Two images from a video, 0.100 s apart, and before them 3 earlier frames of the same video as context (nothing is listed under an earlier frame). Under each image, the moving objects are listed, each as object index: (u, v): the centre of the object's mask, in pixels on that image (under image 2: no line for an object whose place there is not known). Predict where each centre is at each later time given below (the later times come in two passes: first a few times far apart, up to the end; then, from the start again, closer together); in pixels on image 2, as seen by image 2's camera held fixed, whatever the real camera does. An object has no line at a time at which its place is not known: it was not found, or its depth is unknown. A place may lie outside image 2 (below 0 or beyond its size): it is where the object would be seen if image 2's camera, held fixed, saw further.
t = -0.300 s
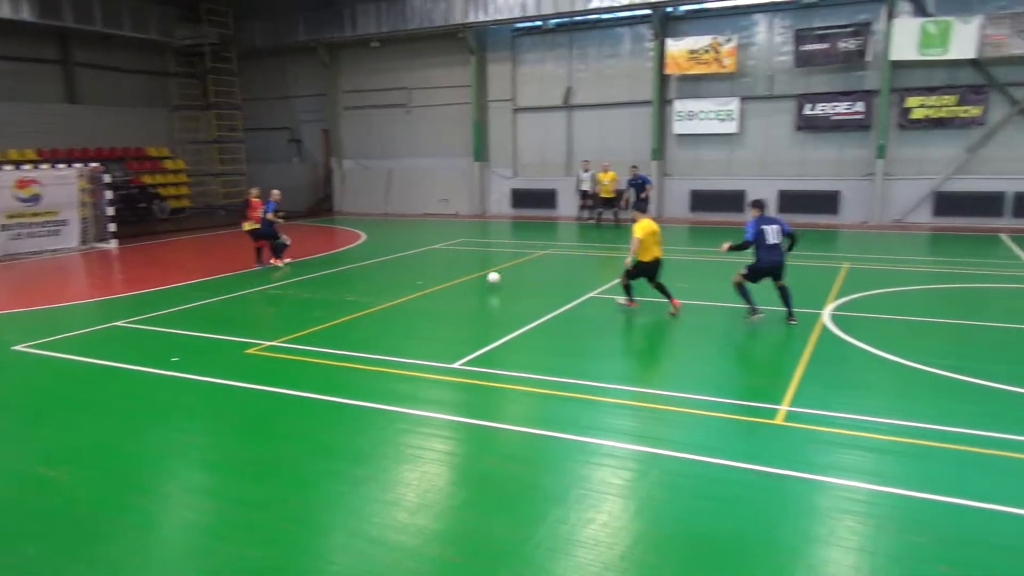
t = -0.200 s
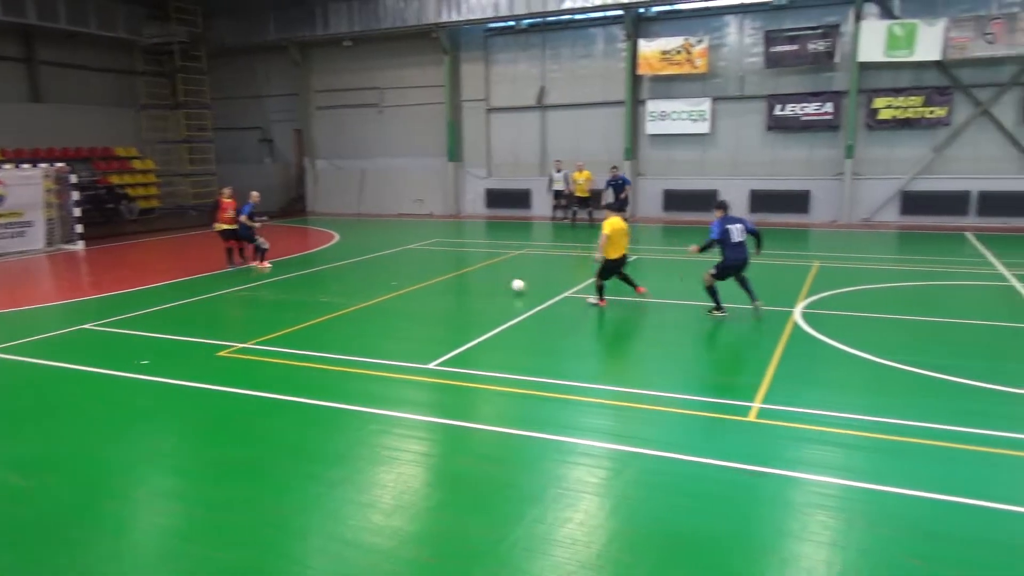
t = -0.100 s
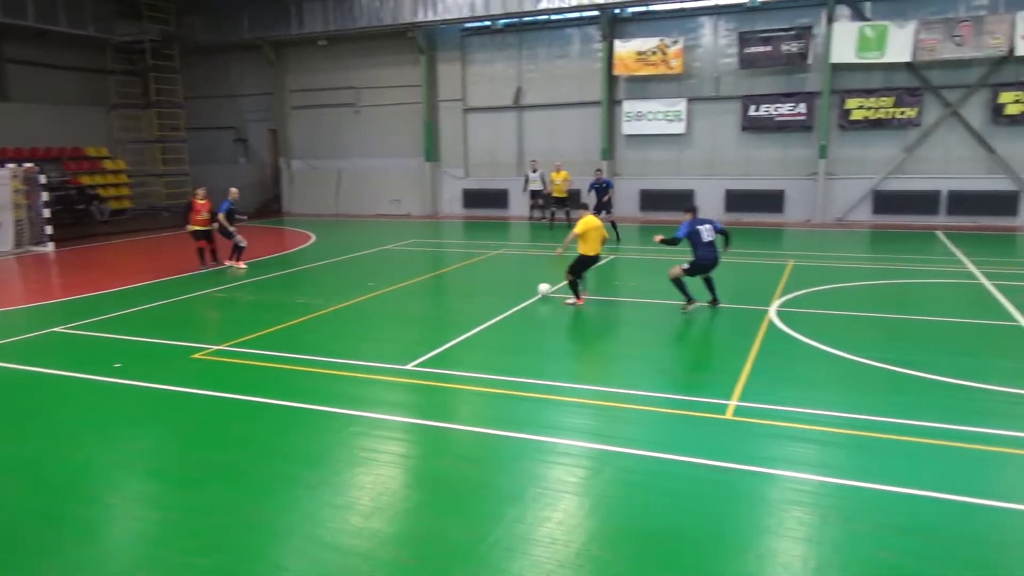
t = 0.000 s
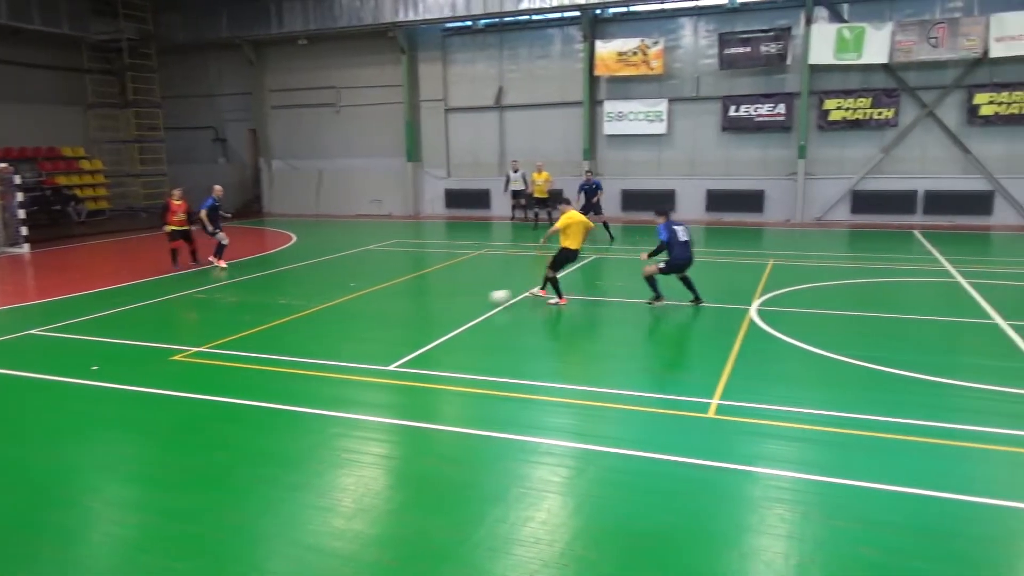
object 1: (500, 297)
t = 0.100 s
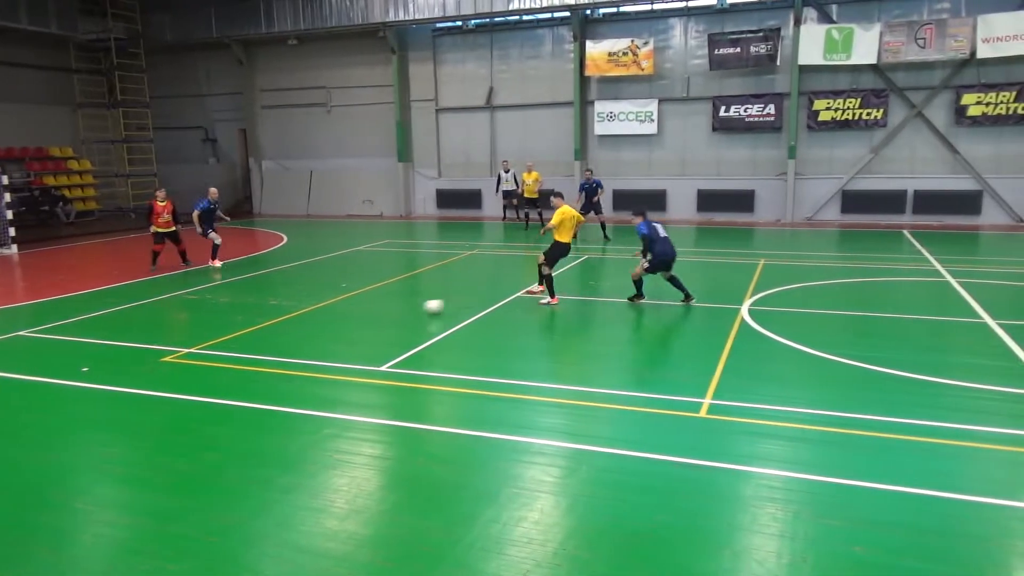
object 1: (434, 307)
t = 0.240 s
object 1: (350, 320)
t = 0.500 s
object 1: (188, 343)
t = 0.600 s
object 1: (122, 356)
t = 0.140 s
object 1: (410, 309)
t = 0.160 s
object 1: (398, 311)
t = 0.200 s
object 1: (373, 316)
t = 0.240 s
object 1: (350, 320)
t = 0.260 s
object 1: (337, 321)
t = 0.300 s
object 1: (313, 325)
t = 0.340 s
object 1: (288, 330)
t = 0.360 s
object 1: (276, 332)
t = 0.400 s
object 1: (251, 335)
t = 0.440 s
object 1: (225, 340)
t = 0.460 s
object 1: (213, 341)
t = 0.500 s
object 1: (188, 343)
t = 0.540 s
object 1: (162, 348)
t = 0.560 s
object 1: (149, 351)
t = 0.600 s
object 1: (122, 356)
